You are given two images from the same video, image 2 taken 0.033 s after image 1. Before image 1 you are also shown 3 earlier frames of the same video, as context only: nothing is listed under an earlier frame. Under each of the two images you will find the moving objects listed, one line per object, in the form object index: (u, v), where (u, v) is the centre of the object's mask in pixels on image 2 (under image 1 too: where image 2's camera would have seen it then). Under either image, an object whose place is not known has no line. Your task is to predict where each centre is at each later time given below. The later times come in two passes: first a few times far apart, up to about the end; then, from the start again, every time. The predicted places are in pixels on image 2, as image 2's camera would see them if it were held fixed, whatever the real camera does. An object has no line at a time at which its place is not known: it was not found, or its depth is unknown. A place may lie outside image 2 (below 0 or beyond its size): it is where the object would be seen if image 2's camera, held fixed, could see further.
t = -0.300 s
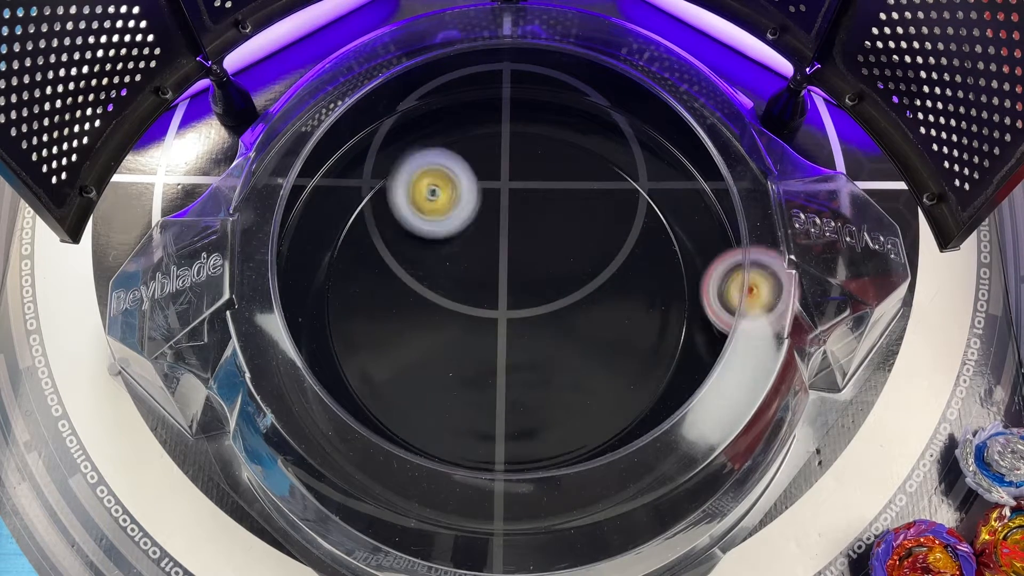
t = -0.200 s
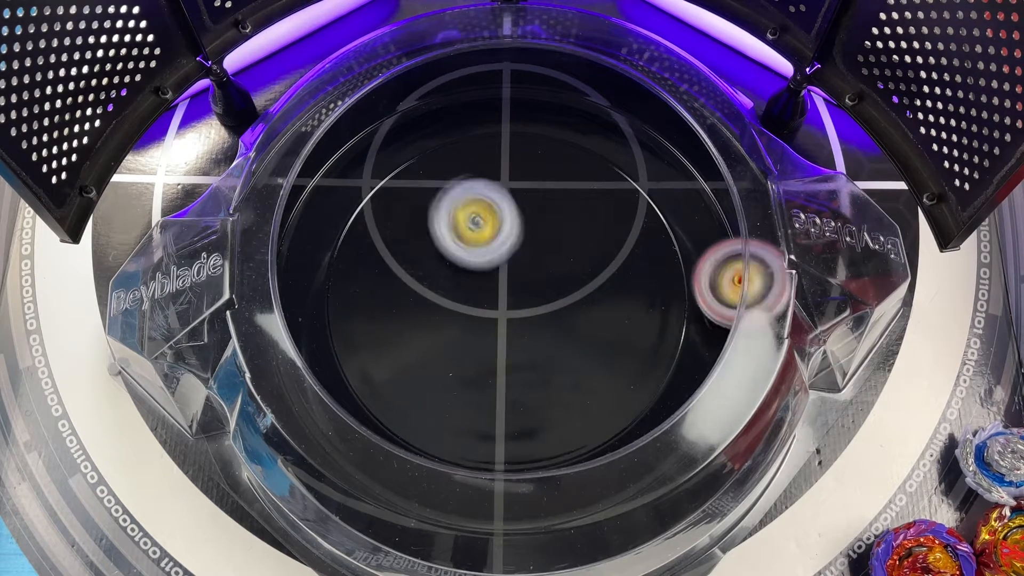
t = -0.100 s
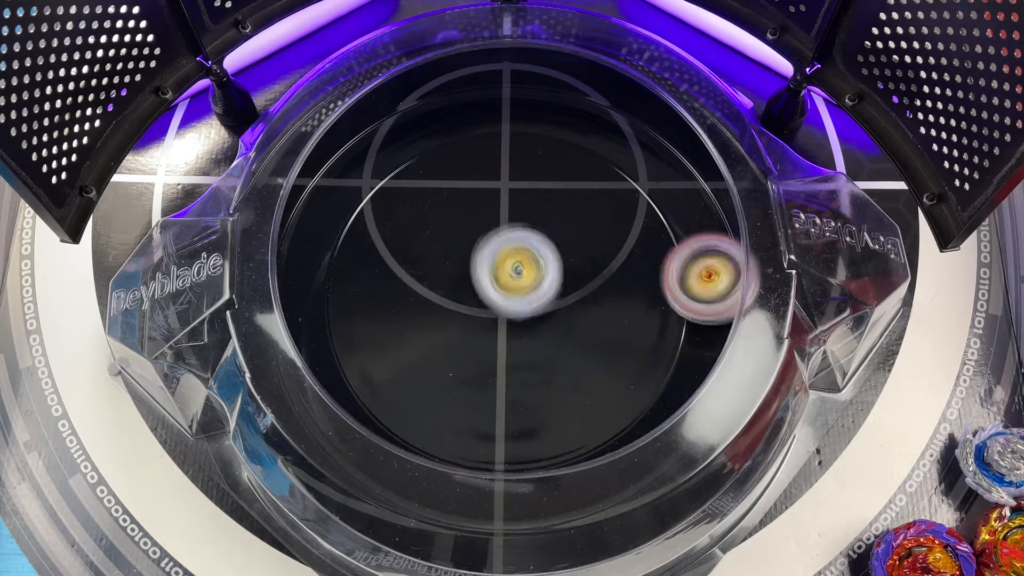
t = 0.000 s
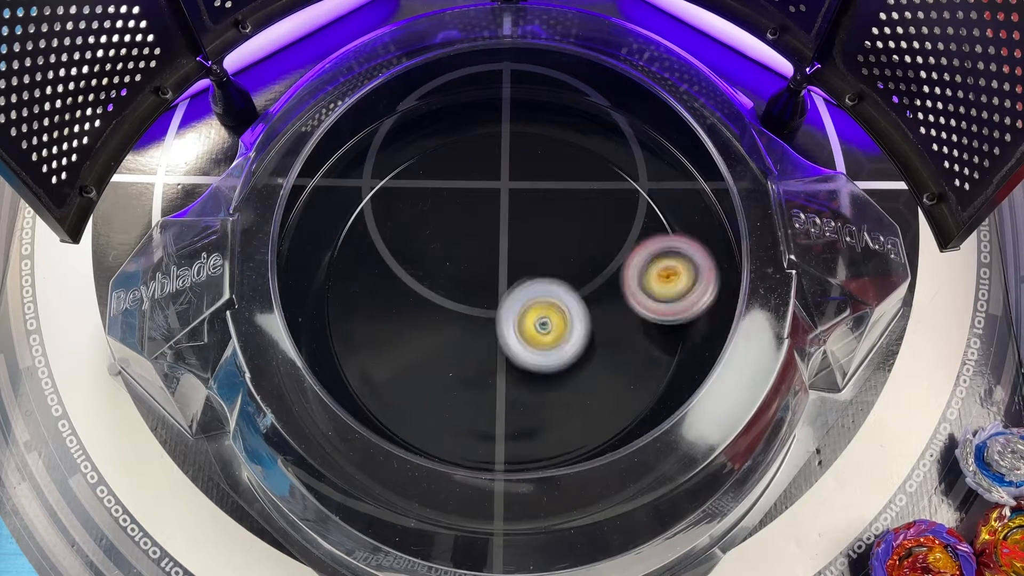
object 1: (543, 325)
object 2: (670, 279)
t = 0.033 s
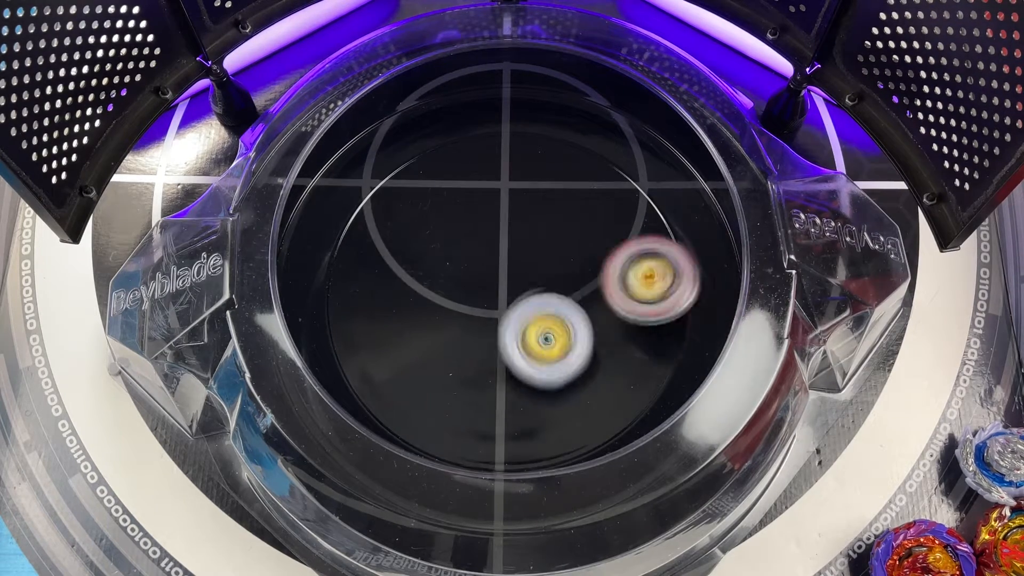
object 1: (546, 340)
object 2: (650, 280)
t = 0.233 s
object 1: (426, 448)
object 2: (541, 195)
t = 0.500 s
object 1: (366, 324)
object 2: (397, 191)
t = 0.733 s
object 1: (607, 384)
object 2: (355, 107)
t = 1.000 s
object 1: (696, 322)
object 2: (427, 121)
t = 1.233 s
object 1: (614, 241)
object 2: (518, 228)
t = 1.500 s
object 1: (705, 287)
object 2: (330, 342)
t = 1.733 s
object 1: (676, 326)
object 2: (323, 393)
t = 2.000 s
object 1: (450, 308)
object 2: (404, 384)
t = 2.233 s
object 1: (444, 159)
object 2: (527, 395)
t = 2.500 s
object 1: (532, 199)
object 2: (591, 282)
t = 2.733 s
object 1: (481, 218)
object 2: (567, 327)
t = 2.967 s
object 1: (445, 256)
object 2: (492, 337)
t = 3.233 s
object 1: (470, 247)
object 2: (492, 353)
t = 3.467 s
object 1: (554, 225)
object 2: (476, 346)
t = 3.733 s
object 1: (588, 293)
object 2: (452, 250)
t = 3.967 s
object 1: (551, 344)
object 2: (421, 206)
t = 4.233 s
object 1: (472, 344)
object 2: (494, 197)
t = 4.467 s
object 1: (494, 325)
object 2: (518, 196)
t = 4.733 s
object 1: (520, 376)
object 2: (473, 199)
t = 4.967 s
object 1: (524, 335)
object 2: (467, 275)
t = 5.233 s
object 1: (567, 280)
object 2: (475, 274)
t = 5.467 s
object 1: (624, 240)
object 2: (410, 288)
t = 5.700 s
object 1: (550, 270)
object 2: (461, 321)
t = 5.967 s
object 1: (500, 272)
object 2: (482, 339)
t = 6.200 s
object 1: (492, 245)
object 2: (515, 340)
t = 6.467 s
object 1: (504, 231)
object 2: (509, 331)
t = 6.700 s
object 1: (531, 219)
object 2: (472, 334)
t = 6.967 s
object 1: (564, 253)
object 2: (461, 301)
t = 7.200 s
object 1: (546, 294)
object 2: (477, 299)
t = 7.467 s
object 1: (538, 298)
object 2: (462, 294)
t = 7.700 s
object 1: (534, 305)
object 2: (458, 262)
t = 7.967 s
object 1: (512, 309)
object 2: (490, 238)
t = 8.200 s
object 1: (505, 314)
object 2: (508, 235)
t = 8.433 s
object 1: (503, 314)
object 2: (495, 244)
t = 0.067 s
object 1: (546, 351)
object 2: (628, 282)
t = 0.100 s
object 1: (543, 360)
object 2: (601, 283)
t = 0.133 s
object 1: (525, 376)
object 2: (584, 271)
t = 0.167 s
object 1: (492, 406)
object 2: (573, 242)
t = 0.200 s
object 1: (461, 424)
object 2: (558, 216)
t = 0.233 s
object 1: (426, 448)
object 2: (541, 195)
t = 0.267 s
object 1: (396, 465)
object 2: (523, 178)
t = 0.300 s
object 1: (367, 474)
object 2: (503, 165)
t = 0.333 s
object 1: (339, 485)
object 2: (482, 157)
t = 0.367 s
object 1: (337, 456)
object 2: (462, 155)
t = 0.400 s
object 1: (343, 426)
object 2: (444, 158)
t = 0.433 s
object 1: (350, 392)
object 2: (427, 165)
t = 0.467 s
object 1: (360, 358)
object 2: (411, 177)
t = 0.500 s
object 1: (366, 324)
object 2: (397, 191)
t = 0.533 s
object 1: (379, 296)
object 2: (387, 207)
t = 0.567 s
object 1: (417, 303)
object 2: (368, 182)
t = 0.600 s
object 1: (455, 321)
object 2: (356, 154)
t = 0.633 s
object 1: (497, 346)
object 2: (342, 130)
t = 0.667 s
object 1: (539, 371)
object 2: (344, 115)
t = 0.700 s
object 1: (572, 377)
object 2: (350, 107)
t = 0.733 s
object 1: (607, 384)
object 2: (355, 107)
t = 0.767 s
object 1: (637, 381)
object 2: (360, 100)
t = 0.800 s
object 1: (658, 377)
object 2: (369, 100)
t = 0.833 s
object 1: (673, 373)
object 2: (376, 98)
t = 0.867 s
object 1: (689, 363)
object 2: (385, 99)
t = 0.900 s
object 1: (695, 354)
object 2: (395, 103)
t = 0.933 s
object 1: (698, 346)
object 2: (407, 111)
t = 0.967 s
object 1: (698, 333)
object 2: (416, 115)
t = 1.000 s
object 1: (696, 322)
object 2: (427, 121)
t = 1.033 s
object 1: (694, 310)
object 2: (439, 127)
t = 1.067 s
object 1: (687, 297)
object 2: (450, 135)
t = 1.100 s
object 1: (678, 283)
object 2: (463, 148)
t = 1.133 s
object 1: (667, 271)
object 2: (476, 164)
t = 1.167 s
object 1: (653, 261)
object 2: (490, 182)
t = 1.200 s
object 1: (635, 250)
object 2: (504, 204)
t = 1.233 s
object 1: (614, 241)
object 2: (518, 228)
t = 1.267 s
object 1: (621, 242)
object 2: (505, 247)
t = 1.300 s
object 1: (649, 242)
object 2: (467, 261)
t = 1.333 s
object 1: (670, 248)
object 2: (432, 276)
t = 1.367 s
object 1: (684, 254)
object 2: (401, 290)
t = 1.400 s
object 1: (693, 264)
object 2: (375, 305)
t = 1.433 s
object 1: (700, 274)
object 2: (353, 318)
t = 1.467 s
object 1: (708, 280)
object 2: (339, 331)
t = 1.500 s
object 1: (705, 287)
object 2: (330, 342)
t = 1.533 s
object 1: (713, 292)
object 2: (324, 355)
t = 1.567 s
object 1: (710, 298)
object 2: (320, 366)
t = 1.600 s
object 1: (704, 305)
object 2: (317, 375)
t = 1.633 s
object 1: (700, 309)
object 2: (316, 382)
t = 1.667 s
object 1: (696, 316)
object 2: (317, 388)
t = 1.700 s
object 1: (689, 320)
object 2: (320, 391)
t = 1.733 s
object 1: (676, 326)
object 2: (323, 393)
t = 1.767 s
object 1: (659, 332)
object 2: (328, 394)
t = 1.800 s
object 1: (634, 334)
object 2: (334, 394)
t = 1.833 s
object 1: (605, 338)
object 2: (340, 394)
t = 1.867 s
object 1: (577, 340)
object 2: (347, 393)
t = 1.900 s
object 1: (542, 337)
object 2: (356, 392)
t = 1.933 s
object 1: (508, 334)
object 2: (369, 390)
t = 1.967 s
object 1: (478, 326)
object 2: (387, 385)
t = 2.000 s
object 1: (450, 308)
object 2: (404, 384)
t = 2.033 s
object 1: (437, 280)
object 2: (414, 394)
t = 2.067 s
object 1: (430, 250)
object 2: (430, 402)
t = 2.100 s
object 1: (426, 222)
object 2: (447, 407)
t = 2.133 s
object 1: (426, 199)
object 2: (466, 409)
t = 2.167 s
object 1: (429, 180)
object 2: (486, 408)
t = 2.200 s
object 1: (435, 166)
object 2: (507, 403)
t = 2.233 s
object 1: (444, 159)
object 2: (527, 395)
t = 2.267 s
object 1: (457, 154)
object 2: (546, 383)
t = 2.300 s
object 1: (470, 152)
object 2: (561, 369)
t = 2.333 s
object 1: (483, 156)
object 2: (574, 352)
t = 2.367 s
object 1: (498, 164)
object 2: (582, 333)
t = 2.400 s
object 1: (514, 174)
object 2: (586, 315)
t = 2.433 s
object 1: (527, 186)
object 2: (586, 296)
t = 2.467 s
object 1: (537, 202)
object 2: (583, 279)
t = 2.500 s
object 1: (532, 199)
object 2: (591, 282)
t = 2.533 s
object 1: (520, 191)
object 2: (599, 294)
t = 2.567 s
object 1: (509, 188)
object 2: (603, 304)
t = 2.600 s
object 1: (499, 189)
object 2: (603, 312)
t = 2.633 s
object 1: (492, 193)
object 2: (598, 318)
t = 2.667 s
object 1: (487, 199)
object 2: (591, 323)
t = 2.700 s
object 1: (484, 208)
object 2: (580, 326)
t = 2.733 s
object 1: (481, 218)
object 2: (567, 327)
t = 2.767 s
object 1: (481, 230)
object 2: (552, 326)
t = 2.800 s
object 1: (481, 244)
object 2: (535, 323)
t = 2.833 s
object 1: (472, 250)
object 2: (522, 322)
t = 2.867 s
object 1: (464, 247)
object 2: (515, 329)
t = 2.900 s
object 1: (457, 245)
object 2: (507, 333)
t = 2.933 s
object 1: (449, 250)
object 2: (499, 336)
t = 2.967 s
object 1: (445, 256)
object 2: (492, 337)
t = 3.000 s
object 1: (445, 261)
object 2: (486, 337)
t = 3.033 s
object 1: (445, 264)
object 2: (482, 337)
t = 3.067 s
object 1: (446, 257)
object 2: (483, 344)
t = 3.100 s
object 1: (447, 250)
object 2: (485, 351)
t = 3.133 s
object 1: (450, 246)
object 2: (488, 355)
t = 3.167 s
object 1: (454, 244)
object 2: (489, 357)
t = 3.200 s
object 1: (462, 244)
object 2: (490, 356)
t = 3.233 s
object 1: (470, 247)
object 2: (492, 353)
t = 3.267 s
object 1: (478, 253)
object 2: (493, 347)
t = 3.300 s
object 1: (487, 259)
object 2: (496, 341)
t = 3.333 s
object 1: (499, 252)
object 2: (492, 346)
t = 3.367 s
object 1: (516, 240)
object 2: (487, 351)
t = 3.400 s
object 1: (531, 230)
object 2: (483, 352)
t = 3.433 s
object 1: (544, 226)
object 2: (479, 350)
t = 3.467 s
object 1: (554, 225)
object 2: (476, 346)
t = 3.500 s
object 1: (562, 228)
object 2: (475, 339)
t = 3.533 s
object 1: (567, 233)
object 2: (474, 330)
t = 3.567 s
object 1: (571, 241)
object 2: (474, 319)
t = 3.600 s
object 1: (573, 250)
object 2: (474, 306)
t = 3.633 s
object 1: (573, 260)
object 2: (477, 293)
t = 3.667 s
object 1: (570, 272)
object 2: (478, 279)
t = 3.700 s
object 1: (579, 283)
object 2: (467, 265)
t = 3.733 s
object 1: (588, 293)
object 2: (452, 250)
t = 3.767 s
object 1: (593, 302)
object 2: (442, 238)
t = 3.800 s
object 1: (594, 312)
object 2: (433, 229)
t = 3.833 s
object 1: (591, 320)
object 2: (426, 220)
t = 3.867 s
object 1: (586, 328)
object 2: (421, 213)
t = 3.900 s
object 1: (577, 335)
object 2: (418, 208)
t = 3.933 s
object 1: (565, 341)
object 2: (419, 207)
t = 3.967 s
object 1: (551, 344)
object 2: (421, 206)
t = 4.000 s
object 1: (536, 343)
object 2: (426, 207)
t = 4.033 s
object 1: (520, 340)
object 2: (433, 212)
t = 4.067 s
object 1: (505, 334)
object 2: (442, 217)
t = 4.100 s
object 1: (491, 325)
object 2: (453, 224)
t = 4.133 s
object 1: (478, 316)
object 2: (466, 232)
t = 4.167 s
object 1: (472, 325)
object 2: (477, 223)
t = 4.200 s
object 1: (471, 334)
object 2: (485, 208)
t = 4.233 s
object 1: (472, 344)
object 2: (494, 197)
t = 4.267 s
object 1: (473, 350)
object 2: (502, 188)
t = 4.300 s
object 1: (477, 351)
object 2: (509, 181)
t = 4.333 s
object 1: (479, 350)
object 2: (515, 177)
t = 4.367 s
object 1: (482, 347)
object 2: (519, 177)
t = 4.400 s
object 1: (486, 341)
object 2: (521, 180)
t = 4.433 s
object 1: (491, 334)
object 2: (521, 187)
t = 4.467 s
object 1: (494, 325)
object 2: (518, 196)
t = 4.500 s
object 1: (497, 315)
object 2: (514, 208)
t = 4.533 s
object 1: (502, 306)
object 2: (511, 223)
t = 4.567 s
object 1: (505, 318)
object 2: (506, 218)
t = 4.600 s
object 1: (511, 339)
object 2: (500, 208)
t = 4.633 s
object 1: (512, 355)
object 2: (493, 201)
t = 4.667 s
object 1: (513, 366)
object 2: (486, 197)
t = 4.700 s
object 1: (517, 372)
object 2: (479, 197)
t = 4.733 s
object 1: (520, 376)
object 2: (473, 199)
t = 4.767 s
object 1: (523, 379)
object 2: (467, 205)
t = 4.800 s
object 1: (522, 377)
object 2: (461, 213)
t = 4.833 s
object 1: (522, 372)
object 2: (459, 223)
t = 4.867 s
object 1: (525, 365)
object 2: (458, 235)
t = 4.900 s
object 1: (526, 356)
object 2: (460, 249)
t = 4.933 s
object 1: (523, 347)
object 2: (463, 262)
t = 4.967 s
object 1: (524, 335)
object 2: (467, 275)
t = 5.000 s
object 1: (540, 332)
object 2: (461, 276)
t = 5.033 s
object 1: (550, 329)
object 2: (461, 276)
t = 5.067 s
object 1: (556, 323)
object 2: (460, 276)
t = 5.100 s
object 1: (560, 314)
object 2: (465, 277)
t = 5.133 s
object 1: (564, 304)
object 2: (468, 278)
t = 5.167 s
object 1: (561, 297)
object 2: (474, 279)
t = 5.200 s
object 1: (558, 288)
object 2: (480, 279)
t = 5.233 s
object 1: (567, 280)
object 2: (475, 274)
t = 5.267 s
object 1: (587, 269)
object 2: (451, 278)
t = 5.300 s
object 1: (606, 260)
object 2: (435, 277)
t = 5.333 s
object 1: (621, 252)
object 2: (421, 277)
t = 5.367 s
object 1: (629, 242)
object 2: (411, 281)
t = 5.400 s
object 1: (628, 240)
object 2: (407, 281)
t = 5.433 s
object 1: (629, 240)
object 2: (406, 285)
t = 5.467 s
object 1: (624, 240)
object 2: (410, 288)
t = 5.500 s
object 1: (615, 242)
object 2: (416, 291)
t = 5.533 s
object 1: (605, 248)
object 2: (425, 294)
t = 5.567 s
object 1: (592, 252)
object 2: (435, 297)
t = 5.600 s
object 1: (572, 260)
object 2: (449, 299)
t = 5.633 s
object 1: (555, 270)
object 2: (462, 302)
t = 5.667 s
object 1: (546, 272)
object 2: (464, 308)
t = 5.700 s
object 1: (550, 270)
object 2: (461, 321)
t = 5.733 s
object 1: (550, 264)
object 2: (454, 329)
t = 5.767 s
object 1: (543, 260)
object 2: (455, 338)
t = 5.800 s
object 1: (537, 261)
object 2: (456, 342)
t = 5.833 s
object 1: (531, 261)
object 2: (458, 345)
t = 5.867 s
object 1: (522, 261)
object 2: (464, 347)
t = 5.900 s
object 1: (511, 266)
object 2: (468, 345)
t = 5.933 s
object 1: (504, 271)
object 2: (477, 343)
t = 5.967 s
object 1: (500, 272)
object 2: (482, 339)
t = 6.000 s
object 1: (495, 269)
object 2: (491, 340)
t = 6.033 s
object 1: (494, 267)
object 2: (496, 341)
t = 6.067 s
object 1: (494, 262)
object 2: (501, 338)
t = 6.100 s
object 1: (492, 258)
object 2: (504, 338)
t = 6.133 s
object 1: (492, 255)
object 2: (509, 338)
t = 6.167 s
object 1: (491, 249)
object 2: (513, 340)
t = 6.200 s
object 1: (492, 245)
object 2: (515, 340)
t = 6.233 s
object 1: (493, 243)
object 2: (516, 338)
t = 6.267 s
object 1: (493, 242)
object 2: (517, 335)
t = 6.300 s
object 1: (493, 244)
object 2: (517, 329)
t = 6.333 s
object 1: (493, 247)
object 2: (516, 325)
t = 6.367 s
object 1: (495, 242)
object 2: (514, 329)
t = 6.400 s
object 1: (497, 235)
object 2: (513, 335)
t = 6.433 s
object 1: (500, 232)
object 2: (511, 335)
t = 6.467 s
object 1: (504, 231)
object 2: (509, 331)
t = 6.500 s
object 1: (506, 233)
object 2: (506, 328)
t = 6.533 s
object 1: (506, 236)
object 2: (504, 322)
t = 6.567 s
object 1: (506, 240)
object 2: (505, 317)
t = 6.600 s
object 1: (508, 238)
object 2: (498, 320)
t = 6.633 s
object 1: (516, 230)
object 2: (488, 323)
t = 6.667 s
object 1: (525, 223)
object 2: (483, 332)
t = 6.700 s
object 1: (531, 219)
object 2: (472, 334)
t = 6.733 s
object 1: (535, 218)
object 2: (468, 328)
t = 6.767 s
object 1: (537, 221)
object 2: (468, 324)
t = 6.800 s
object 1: (539, 227)
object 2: (469, 323)
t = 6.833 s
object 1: (538, 235)
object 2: (471, 313)
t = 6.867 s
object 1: (536, 245)
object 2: (476, 302)
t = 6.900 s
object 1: (541, 252)
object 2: (475, 301)
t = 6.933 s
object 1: (554, 252)
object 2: (465, 302)
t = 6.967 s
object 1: (564, 253)
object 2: (461, 301)
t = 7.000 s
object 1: (570, 256)
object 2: (458, 301)
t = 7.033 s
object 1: (571, 260)
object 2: (460, 298)
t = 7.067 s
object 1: (568, 265)
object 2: (464, 297)
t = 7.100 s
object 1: (563, 272)
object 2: (470, 296)
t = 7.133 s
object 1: (555, 279)
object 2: (476, 297)
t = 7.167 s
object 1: (549, 287)
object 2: (479, 299)
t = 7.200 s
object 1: (546, 294)
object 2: (477, 299)
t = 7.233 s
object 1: (544, 296)
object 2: (473, 297)
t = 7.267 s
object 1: (544, 297)
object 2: (472, 297)
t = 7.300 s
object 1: (542, 296)
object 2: (466, 297)
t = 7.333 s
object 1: (542, 296)
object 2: (467, 296)
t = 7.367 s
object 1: (541, 298)
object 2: (466, 296)
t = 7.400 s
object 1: (540, 298)
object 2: (462, 297)
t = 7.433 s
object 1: (540, 297)
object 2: (463, 296)
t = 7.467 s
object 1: (538, 298)
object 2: (462, 294)
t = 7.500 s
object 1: (537, 299)
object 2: (460, 293)
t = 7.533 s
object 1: (536, 301)
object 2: (461, 289)
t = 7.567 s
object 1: (536, 304)
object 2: (459, 285)
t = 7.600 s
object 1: (537, 306)
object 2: (456, 279)
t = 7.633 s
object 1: (536, 306)
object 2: (458, 275)
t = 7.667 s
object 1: (535, 306)
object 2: (459, 270)
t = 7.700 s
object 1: (534, 305)
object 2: (458, 262)
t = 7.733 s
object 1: (533, 305)
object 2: (461, 258)
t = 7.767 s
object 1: (531, 305)
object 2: (464, 255)
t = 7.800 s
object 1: (529, 307)
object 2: (469, 251)
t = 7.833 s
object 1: (528, 311)
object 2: (473, 244)
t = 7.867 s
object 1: (526, 313)
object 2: (477, 240)
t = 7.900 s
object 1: (521, 313)
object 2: (482, 238)
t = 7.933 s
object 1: (516, 311)
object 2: (486, 238)
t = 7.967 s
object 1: (512, 309)
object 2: (490, 238)
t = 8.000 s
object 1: (512, 309)
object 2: (493, 239)
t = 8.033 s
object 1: (511, 312)
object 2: (497, 237)
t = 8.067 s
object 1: (511, 314)
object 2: (503, 237)
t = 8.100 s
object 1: (509, 315)
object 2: (507, 235)
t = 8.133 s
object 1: (508, 315)
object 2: (508, 235)
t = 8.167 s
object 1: (507, 315)
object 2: (509, 235)
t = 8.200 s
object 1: (505, 314)
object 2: (508, 235)
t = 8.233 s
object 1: (504, 314)
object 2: (507, 236)
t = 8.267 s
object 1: (504, 314)
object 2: (506, 237)
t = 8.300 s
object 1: (503, 313)
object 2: (504, 238)
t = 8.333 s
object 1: (503, 314)
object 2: (502, 240)
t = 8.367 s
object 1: (503, 314)
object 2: (500, 241)
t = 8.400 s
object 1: (503, 314)
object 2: (498, 242)
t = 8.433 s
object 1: (503, 314)
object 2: (495, 244)
